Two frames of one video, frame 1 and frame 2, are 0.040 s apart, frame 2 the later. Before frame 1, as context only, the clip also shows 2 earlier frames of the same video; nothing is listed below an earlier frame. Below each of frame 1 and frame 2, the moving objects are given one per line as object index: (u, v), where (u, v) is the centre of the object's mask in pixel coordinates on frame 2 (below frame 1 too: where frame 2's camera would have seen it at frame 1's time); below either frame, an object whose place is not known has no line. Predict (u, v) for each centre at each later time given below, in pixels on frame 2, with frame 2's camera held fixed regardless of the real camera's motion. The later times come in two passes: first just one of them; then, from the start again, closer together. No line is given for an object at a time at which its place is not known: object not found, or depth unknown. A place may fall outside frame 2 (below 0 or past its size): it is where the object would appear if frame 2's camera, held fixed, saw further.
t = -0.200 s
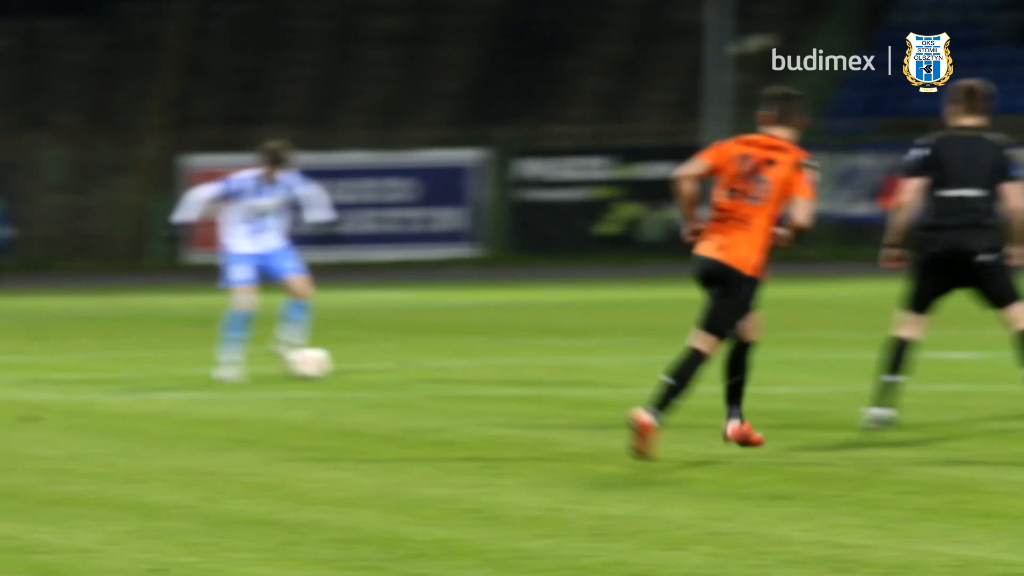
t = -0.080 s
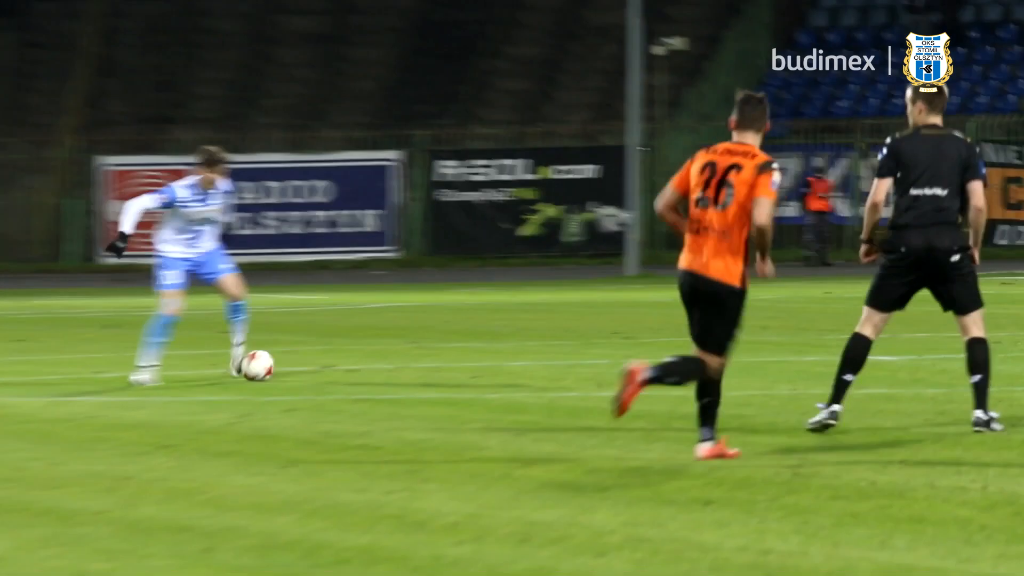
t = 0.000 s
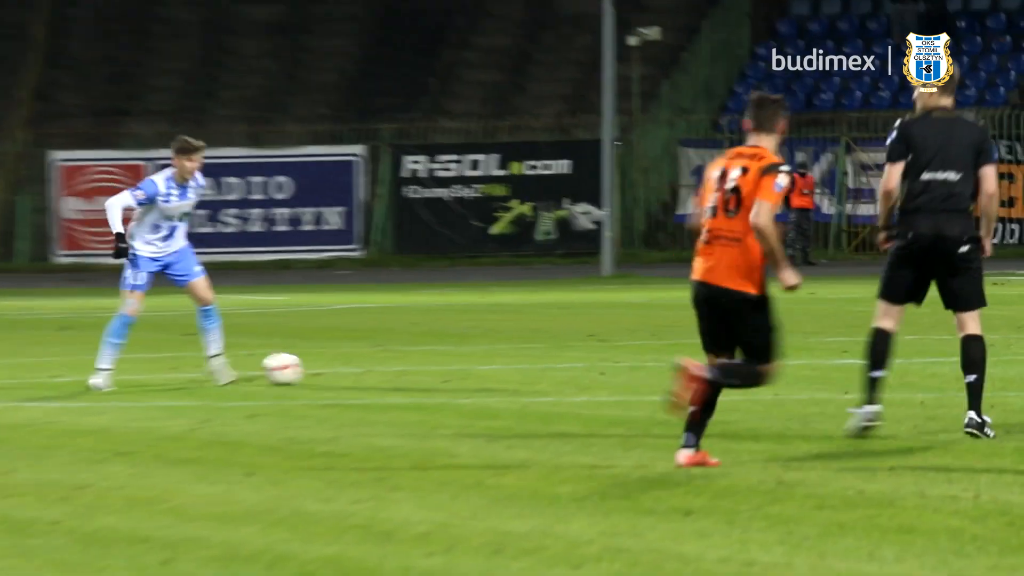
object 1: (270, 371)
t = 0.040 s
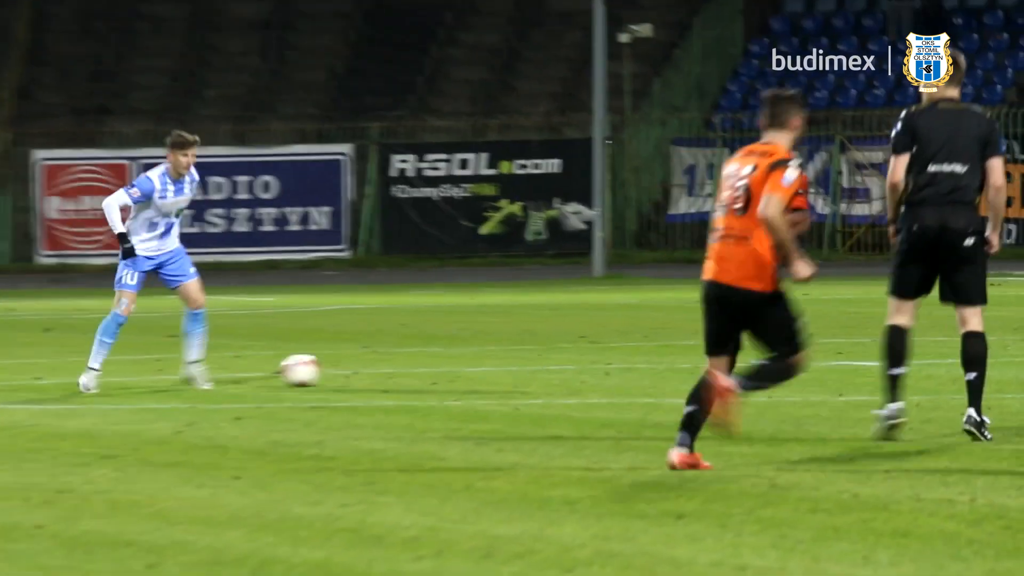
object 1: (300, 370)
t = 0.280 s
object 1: (452, 369)
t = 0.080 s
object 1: (328, 370)
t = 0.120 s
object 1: (356, 370)
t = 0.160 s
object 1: (381, 369)
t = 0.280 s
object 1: (452, 369)
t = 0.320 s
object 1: (469, 367)
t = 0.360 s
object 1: (487, 367)
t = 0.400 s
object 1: (505, 368)
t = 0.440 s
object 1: (523, 367)
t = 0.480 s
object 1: (540, 367)
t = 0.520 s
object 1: (558, 368)
